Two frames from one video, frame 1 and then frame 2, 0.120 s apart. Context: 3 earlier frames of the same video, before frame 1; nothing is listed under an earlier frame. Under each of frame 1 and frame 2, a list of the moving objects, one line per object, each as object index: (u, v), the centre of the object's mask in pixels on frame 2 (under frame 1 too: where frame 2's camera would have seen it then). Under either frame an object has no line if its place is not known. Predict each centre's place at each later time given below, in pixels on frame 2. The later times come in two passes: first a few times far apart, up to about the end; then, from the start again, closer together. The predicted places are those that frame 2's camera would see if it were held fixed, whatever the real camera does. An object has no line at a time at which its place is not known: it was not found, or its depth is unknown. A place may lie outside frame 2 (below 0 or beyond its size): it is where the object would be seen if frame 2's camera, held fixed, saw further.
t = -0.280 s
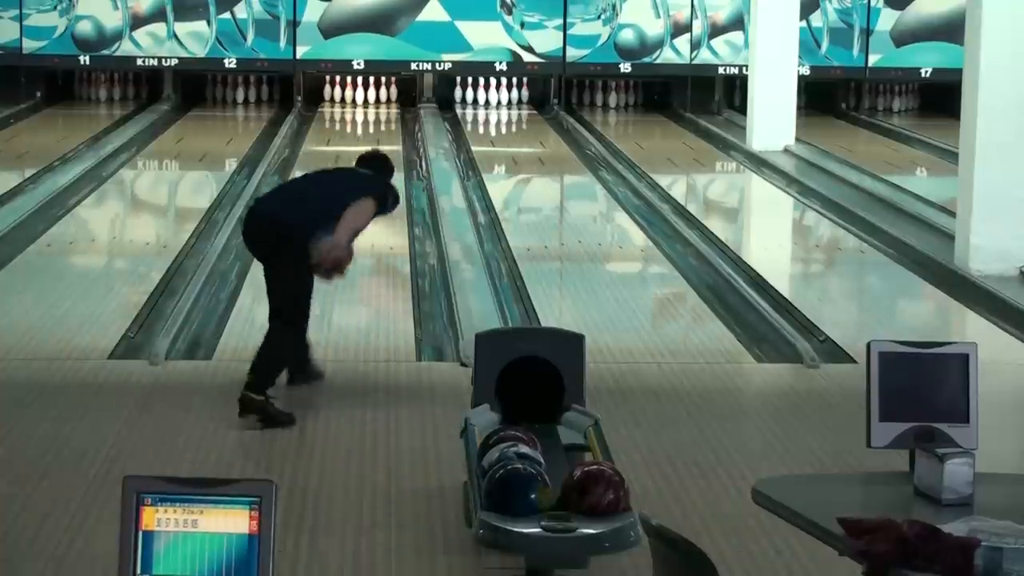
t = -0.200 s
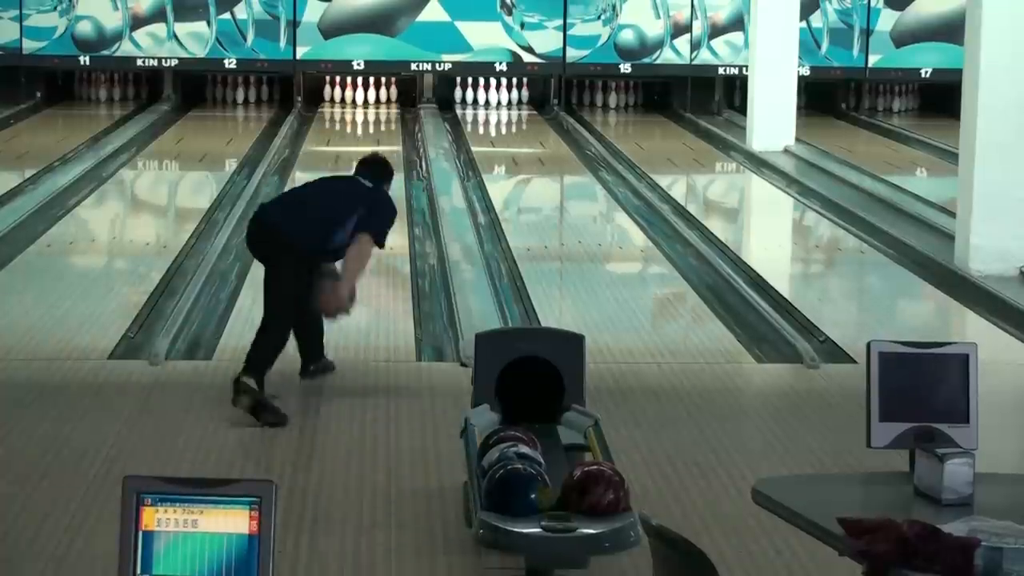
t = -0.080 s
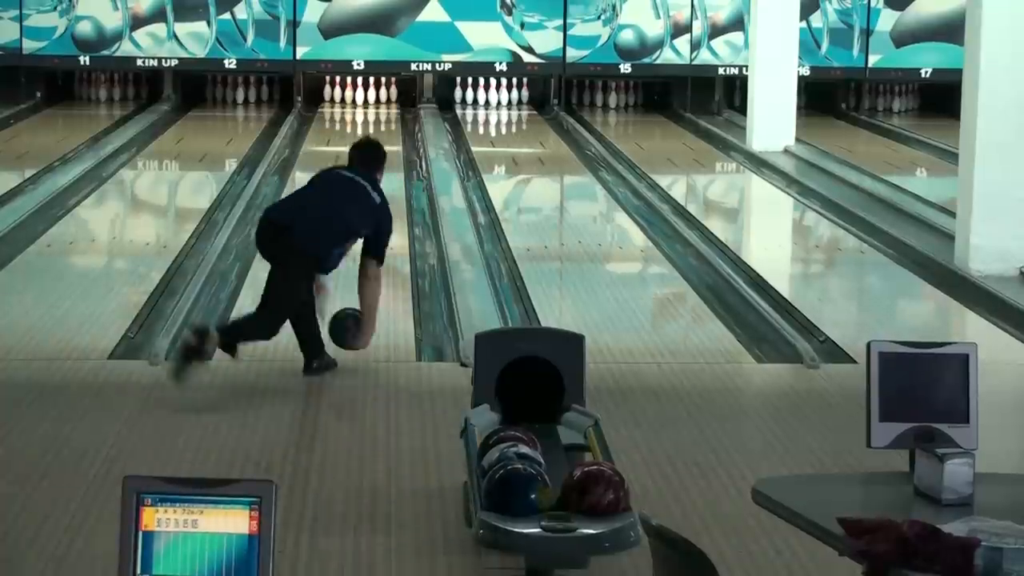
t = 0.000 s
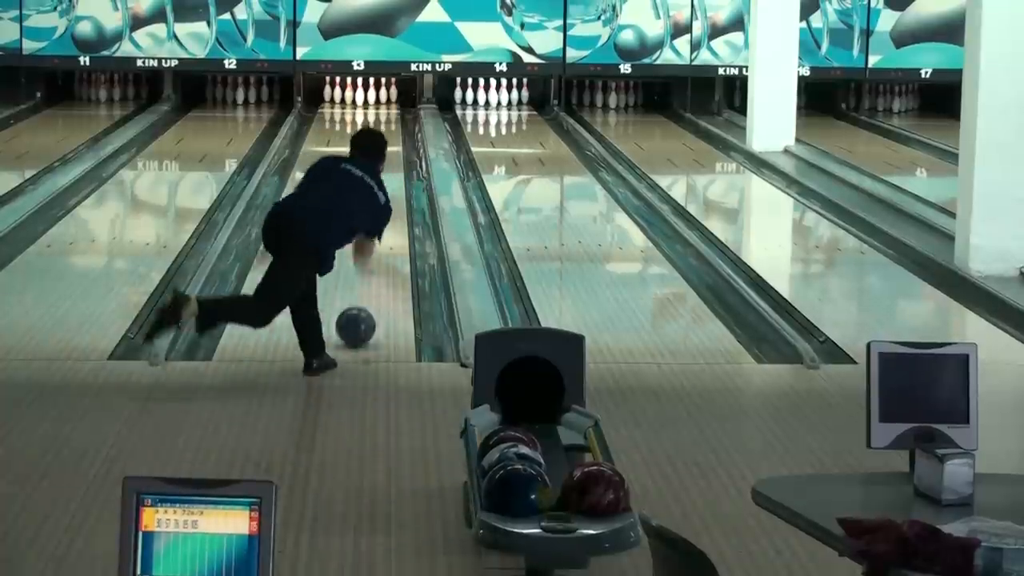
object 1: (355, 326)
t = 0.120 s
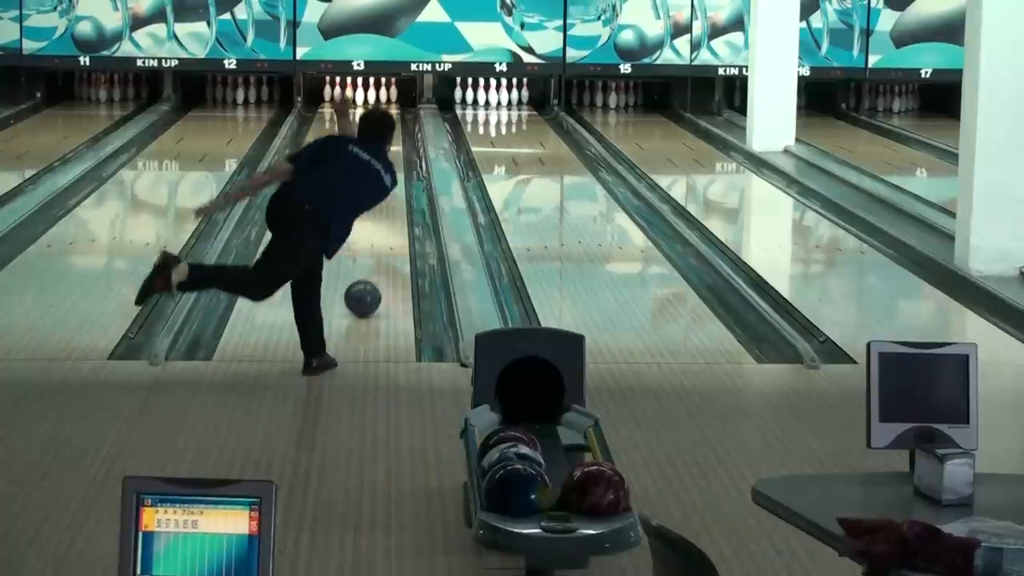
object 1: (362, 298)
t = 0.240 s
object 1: (368, 274)
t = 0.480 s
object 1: (376, 234)
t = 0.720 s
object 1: (388, 205)
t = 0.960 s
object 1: (389, 180)
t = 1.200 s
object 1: (391, 158)
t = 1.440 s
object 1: (389, 141)
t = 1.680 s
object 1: (387, 127)
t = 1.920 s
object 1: (382, 115)
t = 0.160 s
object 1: (364, 289)
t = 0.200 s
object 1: (366, 281)
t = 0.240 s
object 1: (368, 274)
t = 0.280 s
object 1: (370, 266)
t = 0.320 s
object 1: (371, 259)
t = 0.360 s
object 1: (373, 252)
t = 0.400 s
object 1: (374, 246)
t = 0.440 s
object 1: (375, 240)
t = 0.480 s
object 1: (376, 234)
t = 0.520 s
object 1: (378, 228)
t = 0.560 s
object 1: (382, 225)
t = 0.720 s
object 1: (388, 205)
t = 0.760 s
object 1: (388, 201)
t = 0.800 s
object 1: (388, 196)
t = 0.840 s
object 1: (388, 192)
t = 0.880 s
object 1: (388, 188)
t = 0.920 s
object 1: (389, 184)
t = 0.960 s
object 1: (389, 180)
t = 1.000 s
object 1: (390, 177)
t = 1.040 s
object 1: (391, 173)
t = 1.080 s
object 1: (392, 167)
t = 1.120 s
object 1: (391, 165)
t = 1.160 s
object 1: (391, 161)
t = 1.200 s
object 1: (391, 158)
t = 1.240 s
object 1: (390, 155)
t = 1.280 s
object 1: (389, 152)
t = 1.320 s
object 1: (389, 149)
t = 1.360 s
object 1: (389, 147)
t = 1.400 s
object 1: (389, 144)
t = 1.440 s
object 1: (389, 141)
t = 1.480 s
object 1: (389, 138)
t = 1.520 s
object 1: (389, 136)
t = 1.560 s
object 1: (389, 133)
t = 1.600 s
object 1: (388, 131)
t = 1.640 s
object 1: (388, 129)
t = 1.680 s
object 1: (387, 127)
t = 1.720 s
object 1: (387, 125)
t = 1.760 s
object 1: (386, 123)
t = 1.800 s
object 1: (386, 121)
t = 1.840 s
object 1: (384, 119)
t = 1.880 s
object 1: (383, 117)
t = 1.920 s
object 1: (382, 115)
